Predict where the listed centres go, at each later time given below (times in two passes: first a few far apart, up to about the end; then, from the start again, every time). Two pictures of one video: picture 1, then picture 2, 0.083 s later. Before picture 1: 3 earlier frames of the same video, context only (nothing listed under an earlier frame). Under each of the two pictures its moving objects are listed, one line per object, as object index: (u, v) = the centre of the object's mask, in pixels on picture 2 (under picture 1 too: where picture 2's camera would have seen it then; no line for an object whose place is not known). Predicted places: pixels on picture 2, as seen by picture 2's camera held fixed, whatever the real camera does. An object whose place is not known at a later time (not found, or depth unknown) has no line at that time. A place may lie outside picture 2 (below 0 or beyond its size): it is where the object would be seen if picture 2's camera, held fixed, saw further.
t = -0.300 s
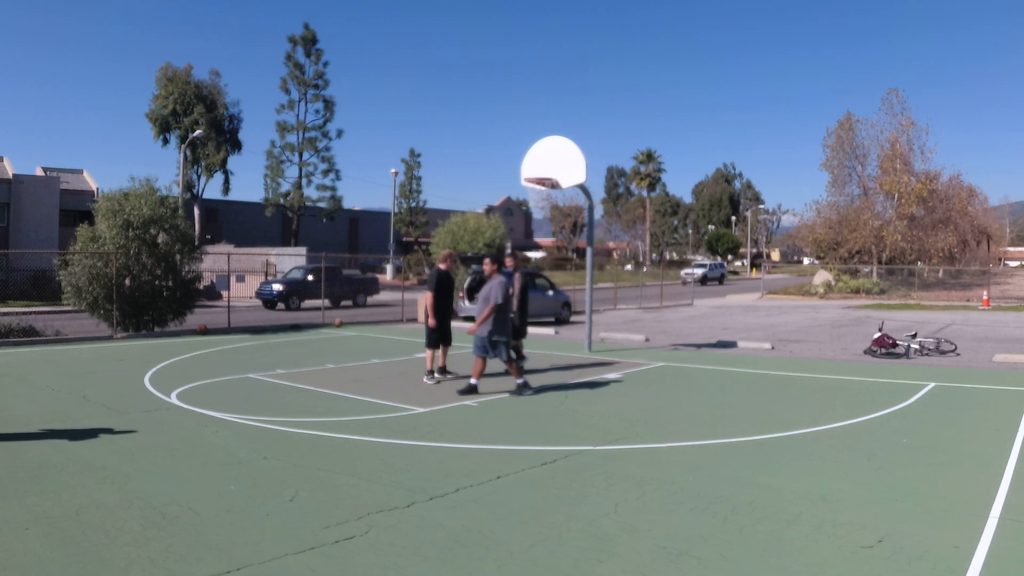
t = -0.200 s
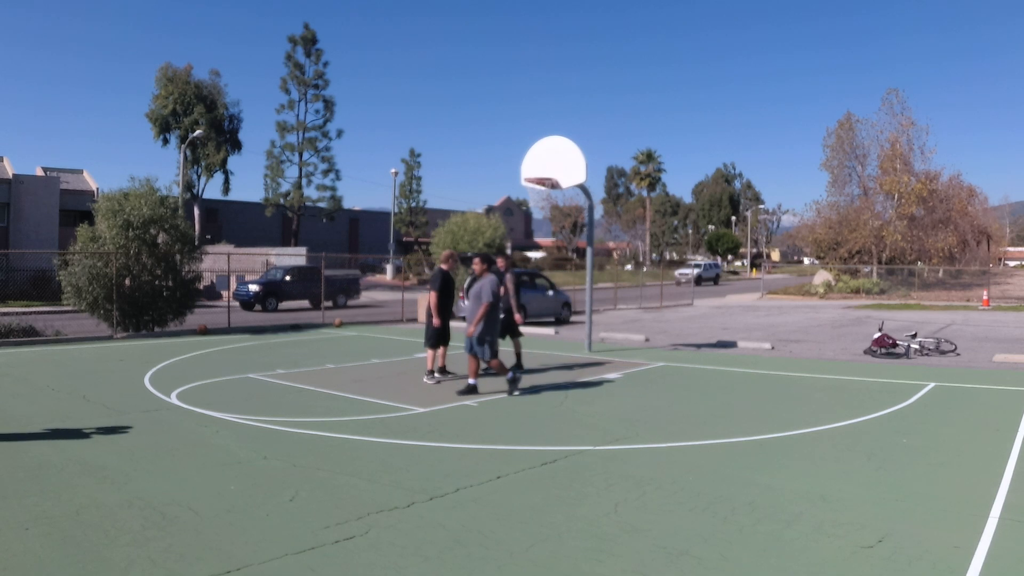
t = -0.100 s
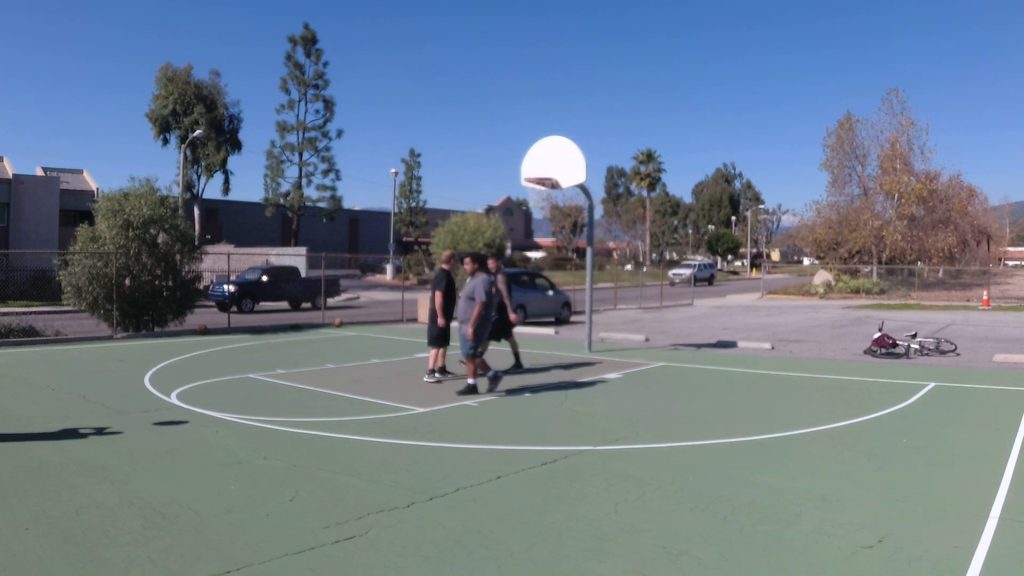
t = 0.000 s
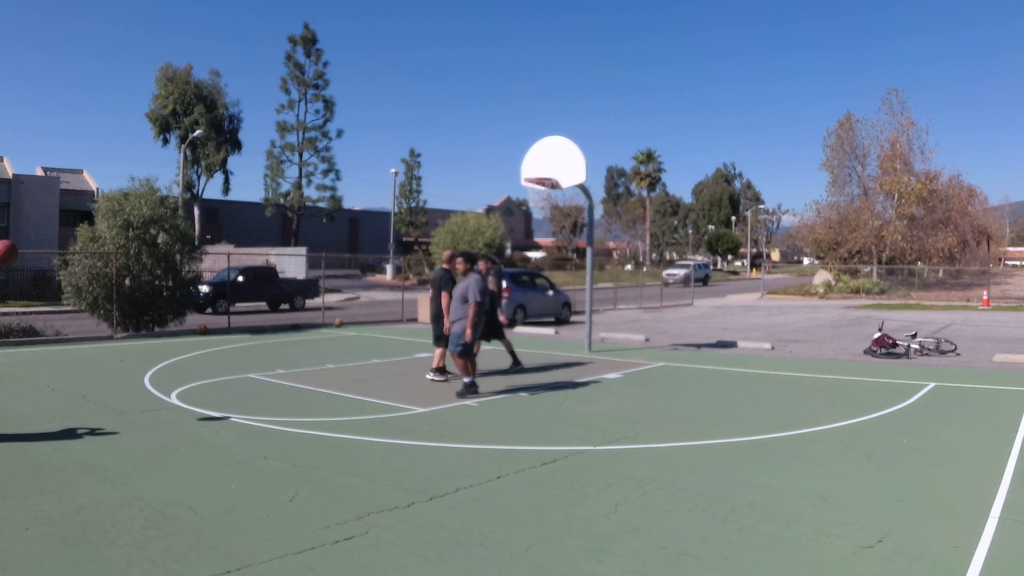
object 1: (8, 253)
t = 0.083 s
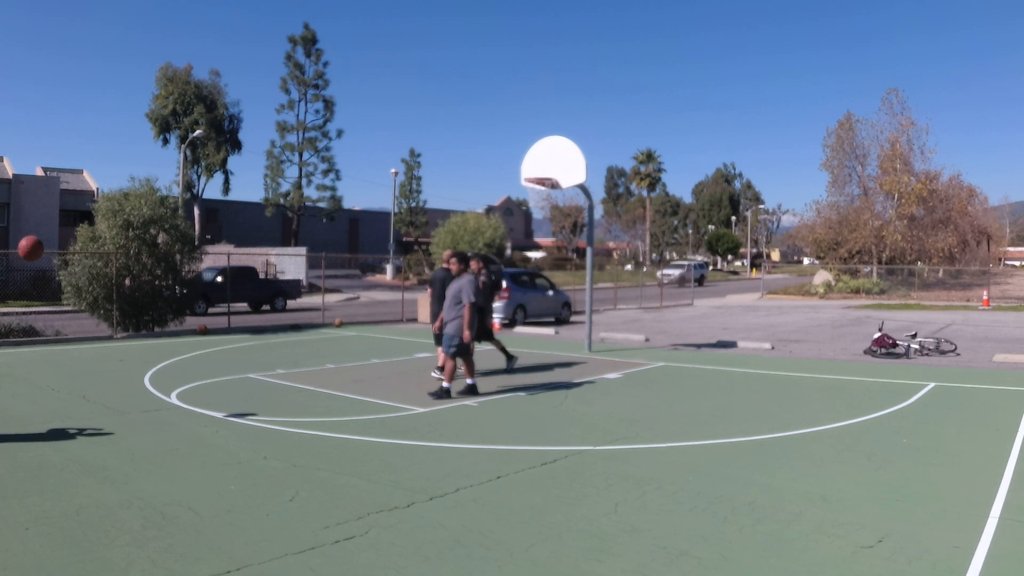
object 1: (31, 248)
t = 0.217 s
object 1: (70, 257)
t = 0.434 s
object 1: (130, 306)
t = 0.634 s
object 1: (180, 383)
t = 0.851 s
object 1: (229, 341)
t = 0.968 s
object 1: (254, 320)
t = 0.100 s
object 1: (36, 248)
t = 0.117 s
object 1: (41, 248)
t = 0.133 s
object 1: (46, 249)
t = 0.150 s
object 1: (50, 250)
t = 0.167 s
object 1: (56, 252)
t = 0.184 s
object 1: (60, 253)
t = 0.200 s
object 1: (65, 255)
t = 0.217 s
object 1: (70, 257)
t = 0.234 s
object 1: (75, 259)
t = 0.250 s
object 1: (80, 261)
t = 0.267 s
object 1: (85, 264)
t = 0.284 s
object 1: (89, 267)
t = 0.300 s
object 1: (94, 270)
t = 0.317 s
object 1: (99, 274)
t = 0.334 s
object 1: (103, 278)
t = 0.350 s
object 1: (108, 282)
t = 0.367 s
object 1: (112, 287)
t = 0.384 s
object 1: (117, 291)
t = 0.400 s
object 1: (121, 295)
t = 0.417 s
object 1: (126, 301)
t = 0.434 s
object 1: (130, 306)
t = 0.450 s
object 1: (134, 311)
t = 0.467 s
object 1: (139, 317)
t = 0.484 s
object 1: (143, 322)
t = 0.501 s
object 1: (147, 328)
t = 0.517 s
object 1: (151, 334)
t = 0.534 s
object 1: (155, 340)
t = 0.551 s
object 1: (160, 347)
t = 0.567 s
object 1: (164, 354)
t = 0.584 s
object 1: (168, 361)
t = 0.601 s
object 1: (172, 368)
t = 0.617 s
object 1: (176, 376)
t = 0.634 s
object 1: (180, 383)
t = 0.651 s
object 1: (184, 391)
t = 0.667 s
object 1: (188, 399)
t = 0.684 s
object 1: (192, 395)
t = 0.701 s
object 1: (195, 389)
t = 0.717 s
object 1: (199, 383)
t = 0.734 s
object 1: (203, 377)
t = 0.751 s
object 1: (206, 371)
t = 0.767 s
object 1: (210, 365)
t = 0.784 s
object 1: (214, 360)
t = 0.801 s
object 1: (218, 355)
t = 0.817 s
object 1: (221, 350)
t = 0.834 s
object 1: (225, 346)
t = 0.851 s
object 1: (229, 341)
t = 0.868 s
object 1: (232, 337)
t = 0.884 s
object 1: (236, 334)
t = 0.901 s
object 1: (240, 330)
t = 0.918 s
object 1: (243, 327)
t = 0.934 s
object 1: (247, 325)
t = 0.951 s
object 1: (251, 322)
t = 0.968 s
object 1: (254, 320)
